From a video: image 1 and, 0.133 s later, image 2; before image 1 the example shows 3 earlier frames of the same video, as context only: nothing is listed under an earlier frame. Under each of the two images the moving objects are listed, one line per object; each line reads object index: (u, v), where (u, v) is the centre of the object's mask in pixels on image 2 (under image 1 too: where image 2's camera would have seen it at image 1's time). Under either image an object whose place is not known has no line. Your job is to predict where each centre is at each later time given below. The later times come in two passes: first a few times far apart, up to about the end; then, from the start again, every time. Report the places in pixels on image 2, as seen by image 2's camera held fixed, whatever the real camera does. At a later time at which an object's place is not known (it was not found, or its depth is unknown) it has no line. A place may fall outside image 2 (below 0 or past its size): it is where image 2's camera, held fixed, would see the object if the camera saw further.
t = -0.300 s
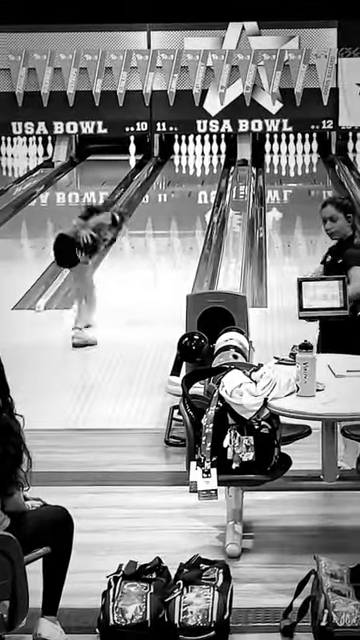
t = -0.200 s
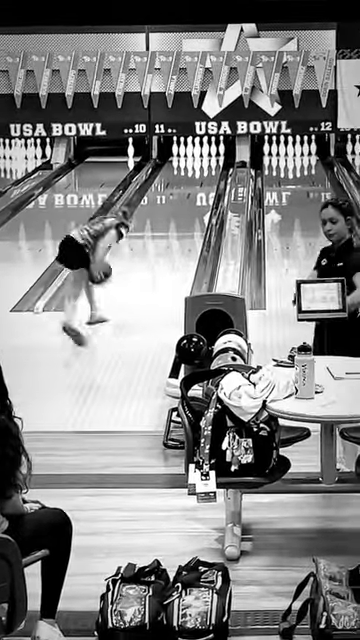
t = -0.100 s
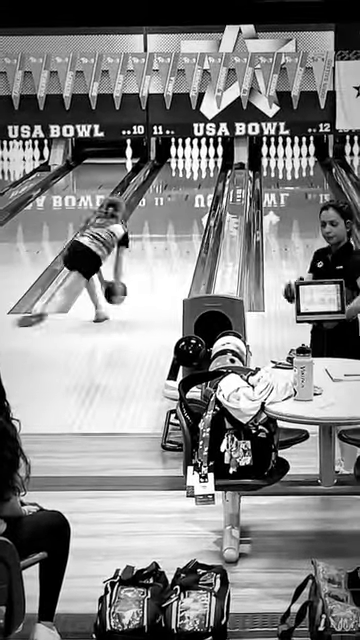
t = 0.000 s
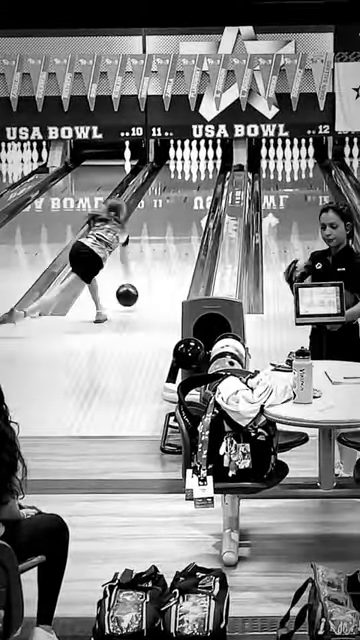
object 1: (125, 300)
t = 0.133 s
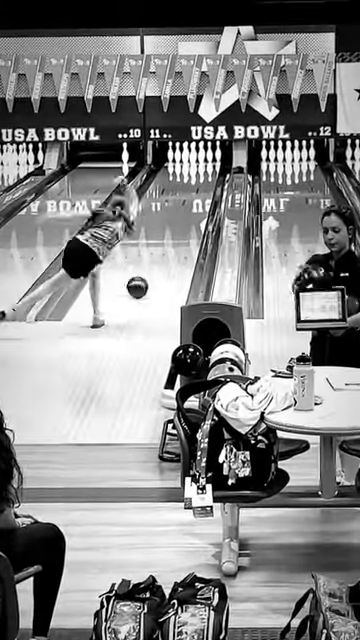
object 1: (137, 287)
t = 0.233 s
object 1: (146, 275)
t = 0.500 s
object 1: (163, 251)
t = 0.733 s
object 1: (175, 235)
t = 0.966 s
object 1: (186, 220)
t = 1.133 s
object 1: (192, 210)
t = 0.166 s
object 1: (140, 283)
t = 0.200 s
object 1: (143, 279)
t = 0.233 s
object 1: (146, 275)
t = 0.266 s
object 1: (148, 272)
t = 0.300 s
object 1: (151, 268)
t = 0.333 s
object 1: (152, 265)
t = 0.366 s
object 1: (155, 262)
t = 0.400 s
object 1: (157, 259)
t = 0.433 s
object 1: (159, 256)
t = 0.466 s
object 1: (161, 253)
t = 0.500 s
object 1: (163, 251)
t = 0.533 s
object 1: (164, 248)
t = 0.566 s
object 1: (167, 246)
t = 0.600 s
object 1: (169, 244)
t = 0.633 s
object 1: (171, 241)
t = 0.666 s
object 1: (172, 239)
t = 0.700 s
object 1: (174, 237)
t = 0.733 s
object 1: (175, 235)
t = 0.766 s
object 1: (177, 233)
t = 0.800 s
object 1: (179, 230)
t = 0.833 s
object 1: (180, 229)
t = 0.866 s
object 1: (182, 226)
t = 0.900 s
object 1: (183, 224)
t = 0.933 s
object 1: (184, 222)
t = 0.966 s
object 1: (186, 220)
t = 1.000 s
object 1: (187, 218)
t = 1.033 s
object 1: (188, 216)
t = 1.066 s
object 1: (189, 214)
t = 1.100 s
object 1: (191, 212)
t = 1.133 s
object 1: (192, 210)
